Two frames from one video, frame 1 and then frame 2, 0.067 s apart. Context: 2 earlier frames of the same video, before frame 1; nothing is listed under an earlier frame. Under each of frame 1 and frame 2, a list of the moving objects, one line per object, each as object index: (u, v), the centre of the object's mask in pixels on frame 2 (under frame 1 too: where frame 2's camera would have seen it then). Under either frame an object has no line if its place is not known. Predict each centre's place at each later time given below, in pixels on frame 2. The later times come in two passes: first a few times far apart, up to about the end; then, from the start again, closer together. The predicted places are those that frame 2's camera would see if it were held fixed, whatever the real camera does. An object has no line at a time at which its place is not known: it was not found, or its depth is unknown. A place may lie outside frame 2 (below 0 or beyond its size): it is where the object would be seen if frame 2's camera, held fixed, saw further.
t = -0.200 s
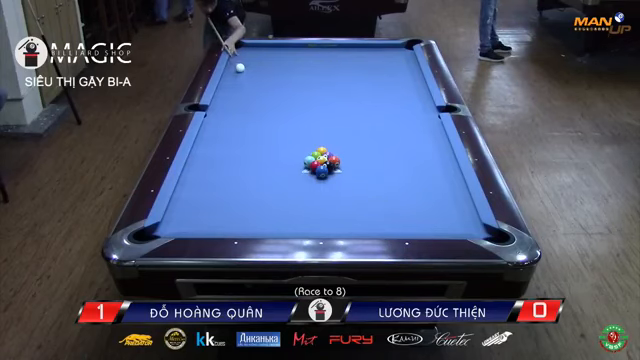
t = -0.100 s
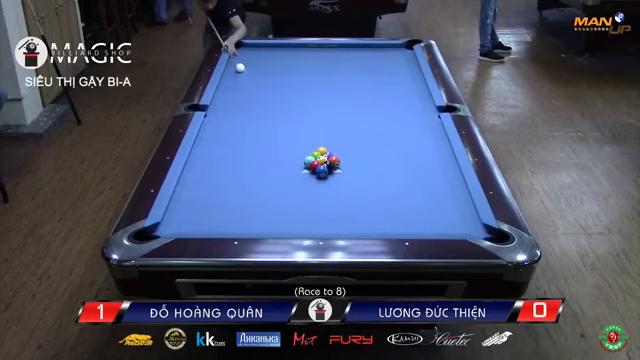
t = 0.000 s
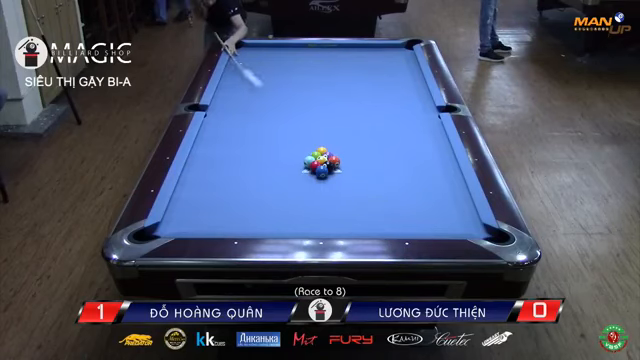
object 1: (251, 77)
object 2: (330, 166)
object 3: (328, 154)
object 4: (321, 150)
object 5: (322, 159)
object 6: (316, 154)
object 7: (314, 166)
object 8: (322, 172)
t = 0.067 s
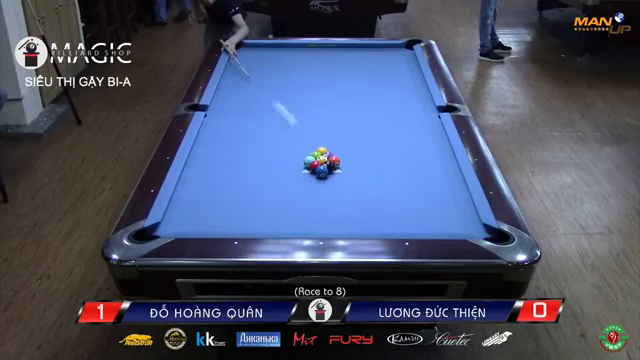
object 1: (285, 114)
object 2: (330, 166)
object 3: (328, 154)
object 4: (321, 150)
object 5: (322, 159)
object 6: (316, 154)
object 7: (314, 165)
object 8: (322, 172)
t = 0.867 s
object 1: (221, 179)
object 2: (347, 208)
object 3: (402, 128)
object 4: (416, 100)
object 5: (316, 163)
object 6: (300, 155)
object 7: (288, 187)
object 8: (204, 227)
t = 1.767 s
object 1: (307, 200)
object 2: (363, 216)
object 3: (308, 96)
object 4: (357, 64)
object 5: (345, 143)
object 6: (293, 154)
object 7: (313, 172)
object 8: (323, 213)
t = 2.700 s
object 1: (392, 220)
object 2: (407, 204)
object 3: (237, 72)
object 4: (311, 48)
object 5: (387, 114)
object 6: (292, 154)
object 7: (329, 162)
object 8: (375, 188)
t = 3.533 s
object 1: (455, 227)
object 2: (445, 198)
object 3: (252, 62)
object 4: (269, 61)
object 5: (413, 94)
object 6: (292, 154)
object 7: (336, 158)
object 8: (397, 170)
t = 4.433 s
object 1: (472, 227)
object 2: (459, 194)
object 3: (250, 56)
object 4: (255, 74)
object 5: (414, 81)
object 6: (292, 154)
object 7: (339, 156)
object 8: (412, 156)
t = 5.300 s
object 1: (467, 228)
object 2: (455, 193)
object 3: (248, 51)
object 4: (246, 85)
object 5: (402, 75)
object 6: (292, 154)
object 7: (342, 154)
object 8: (420, 149)
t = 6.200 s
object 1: (467, 228)
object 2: (455, 193)
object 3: (247, 51)
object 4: (239, 94)
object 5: (395, 71)
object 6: (292, 154)
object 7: (342, 154)
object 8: (423, 145)
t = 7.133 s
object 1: (467, 228)
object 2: (455, 193)
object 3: (247, 51)
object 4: (234, 100)
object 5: (395, 71)
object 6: (292, 154)
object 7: (342, 154)
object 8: (423, 145)
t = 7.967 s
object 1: (467, 228)
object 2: (455, 193)
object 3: (247, 51)
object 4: (233, 102)
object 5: (394, 71)
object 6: (292, 154)
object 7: (342, 154)
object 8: (423, 145)
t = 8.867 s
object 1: (467, 228)
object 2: (455, 193)
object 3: (247, 51)
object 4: (233, 102)
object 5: (394, 71)
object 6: (292, 154)
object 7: (342, 154)
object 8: (423, 145)
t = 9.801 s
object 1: (467, 228)
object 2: (455, 193)
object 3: (247, 51)
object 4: (234, 102)
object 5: (394, 71)
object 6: (292, 154)
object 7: (342, 154)
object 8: (423, 145)
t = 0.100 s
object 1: (306, 135)
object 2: (330, 167)
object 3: (328, 155)
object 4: (322, 149)
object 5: (322, 159)
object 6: (316, 154)
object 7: (314, 165)
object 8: (322, 172)
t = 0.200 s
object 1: (289, 140)
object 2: (330, 173)
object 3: (356, 156)
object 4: (343, 142)
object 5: (321, 163)
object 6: (312, 156)
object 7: (298, 177)
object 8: (295, 200)
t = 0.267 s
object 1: (269, 144)
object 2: (332, 176)
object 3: (376, 154)
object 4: (358, 138)
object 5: (320, 163)
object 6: (311, 156)
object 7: (286, 186)
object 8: (275, 221)
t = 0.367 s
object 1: (237, 158)
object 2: (334, 181)
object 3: (400, 150)
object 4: (377, 131)
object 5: (319, 162)
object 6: (309, 156)
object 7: (269, 198)
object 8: (256, 223)
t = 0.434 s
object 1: (218, 162)
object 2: (336, 185)
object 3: (416, 147)
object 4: (389, 126)
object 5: (319, 162)
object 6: (308, 156)
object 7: (262, 203)
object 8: (246, 213)
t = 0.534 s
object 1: (190, 170)
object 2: (339, 190)
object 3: (436, 142)
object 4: (405, 119)
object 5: (318, 162)
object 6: (306, 156)
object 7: (272, 196)
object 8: (207, 216)
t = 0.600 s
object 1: (194, 172)
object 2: (340, 194)
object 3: (438, 141)
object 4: (415, 114)
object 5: (318, 163)
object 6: (304, 156)
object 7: (277, 193)
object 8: (183, 222)
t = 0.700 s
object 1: (205, 175)
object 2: (343, 199)
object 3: (422, 136)
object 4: (430, 108)
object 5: (317, 163)
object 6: (302, 155)
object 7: (282, 190)
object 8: (176, 224)
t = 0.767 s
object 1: (212, 176)
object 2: (345, 203)
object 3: (414, 133)
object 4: (426, 105)
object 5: (317, 162)
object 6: (301, 155)
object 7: (284, 189)
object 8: (188, 223)
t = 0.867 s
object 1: (221, 179)
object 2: (347, 208)
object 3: (402, 128)
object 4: (416, 100)
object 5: (316, 163)
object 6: (300, 155)
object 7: (288, 187)
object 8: (204, 227)
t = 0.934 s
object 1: (228, 180)
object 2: (349, 212)
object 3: (394, 125)
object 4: (411, 97)
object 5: (316, 163)
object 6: (299, 155)
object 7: (290, 186)
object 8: (215, 228)
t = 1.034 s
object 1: (238, 183)
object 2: (352, 218)
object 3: (383, 121)
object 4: (404, 92)
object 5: (316, 163)
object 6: (297, 155)
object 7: (293, 183)
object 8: (230, 226)
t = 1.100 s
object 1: (243, 184)
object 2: (354, 223)
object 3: (375, 119)
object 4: (399, 89)
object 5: (316, 163)
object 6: (297, 155)
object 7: (296, 182)
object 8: (239, 225)
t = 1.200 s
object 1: (253, 187)
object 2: (357, 226)
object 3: (364, 115)
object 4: (392, 85)
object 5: (316, 163)
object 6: (296, 155)
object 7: (298, 181)
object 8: (252, 224)
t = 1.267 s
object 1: (260, 188)
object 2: (358, 228)
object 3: (357, 113)
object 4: (387, 83)
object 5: (316, 163)
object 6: (295, 155)
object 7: (300, 179)
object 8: (261, 223)
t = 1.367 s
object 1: (269, 191)
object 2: (360, 226)
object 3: (346, 109)
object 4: (381, 79)
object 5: (321, 159)
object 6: (294, 154)
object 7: (303, 178)
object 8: (274, 222)
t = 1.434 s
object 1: (276, 192)
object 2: (360, 225)
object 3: (340, 107)
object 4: (376, 76)
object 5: (326, 157)
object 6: (293, 154)
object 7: (305, 177)
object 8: (283, 220)
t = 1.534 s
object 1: (285, 195)
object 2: (361, 222)
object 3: (330, 103)
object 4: (371, 72)
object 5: (332, 153)
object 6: (293, 154)
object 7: (307, 175)
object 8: (295, 218)
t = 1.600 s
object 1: (292, 196)
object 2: (362, 221)
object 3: (324, 101)
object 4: (366, 70)
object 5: (335, 150)
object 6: (293, 154)
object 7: (309, 174)
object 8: (304, 217)
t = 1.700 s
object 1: (301, 198)
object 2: (363, 218)
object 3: (314, 98)
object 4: (361, 67)
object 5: (341, 146)
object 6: (293, 154)
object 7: (311, 173)
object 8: (315, 215)
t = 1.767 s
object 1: (307, 200)
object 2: (363, 216)
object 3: (308, 96)
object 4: (357, 64)
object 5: (345, 143)
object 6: (293, 154)
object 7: (313, 172)
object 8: (323, 213)
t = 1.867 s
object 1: (317, 202)
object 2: (364, 214)
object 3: (300, 93)
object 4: (352, 61)
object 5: (350, 140)
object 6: (292, 154)
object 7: (314, 170)
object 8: (335, 212)
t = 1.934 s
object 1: (323, 204)
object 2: (365, 212)
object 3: (294, 91)
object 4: (348, 59)
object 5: (354, 137)
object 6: (292, 154)
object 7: (316, 170)
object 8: (342, 210)
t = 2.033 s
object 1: (332, 206)
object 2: (366, 210)
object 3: (285, 89)
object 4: (343, 56)
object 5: (358, 134)
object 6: (292, 154)
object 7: (318, 169)
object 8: (352, 208)
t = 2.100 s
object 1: (338, 207)
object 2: (371, 209)
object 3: (280, 86)
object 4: (340, 54)
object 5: (361, 131)
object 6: (292, 154)
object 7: (320, 167)
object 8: (355, 206)
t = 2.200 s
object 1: (347, 210)
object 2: (378, 208)
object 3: (273, 84)
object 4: (335, 52)
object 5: (366, 128)
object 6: (292, 154)
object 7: (321, 167)
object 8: (359, 202)
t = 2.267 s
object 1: (353, 211)
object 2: (382, 208)
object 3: (268, 82)
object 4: (332, 50)
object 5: (370, 126)
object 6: (292, 154)
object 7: (322, 166)
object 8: (361, 199)
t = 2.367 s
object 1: (363, 213)
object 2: (388, 207)
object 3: (260, 80)
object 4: (327, 47)
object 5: (373, 123)
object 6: (292, 154)
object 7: (323, 165)
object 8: (365, 197)
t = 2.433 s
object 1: (368, 215)
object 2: (392, 207)
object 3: (255, 78)
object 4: (324, 45)
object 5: (376, 121)
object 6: (292, 154)
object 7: (324, 165)
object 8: (367, 195)
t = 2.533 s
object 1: (377, 216)
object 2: (398, 205)
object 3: (249, 75)
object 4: (319, 47)
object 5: (380, 118)
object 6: (292, 154)
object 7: (326, 164)
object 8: (370, 193)
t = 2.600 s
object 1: (383, 218)
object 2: (402, 205)
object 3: (244, 74)
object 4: (316, 47)
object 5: (383, 116)
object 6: (292, 154)
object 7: (327, 163)
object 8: (372, 191)
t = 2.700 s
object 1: (392, 220)
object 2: (407, 204)
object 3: (237, 72)
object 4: (311, 48)
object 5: (387, 114)
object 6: (292, 154)
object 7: (329, 162)
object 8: (375, 188)
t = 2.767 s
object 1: (397, 221)
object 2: (410, 203)
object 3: (233, 70)
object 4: (308, 50)
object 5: (389, 112)
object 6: (292, 154)
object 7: (329, 162)
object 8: (377, 186)
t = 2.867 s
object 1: (406, 223)
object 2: (416, 203)
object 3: (229, 69)
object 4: (303, 51)
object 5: (393, 109)
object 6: (292, 154)
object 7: (330, 161)
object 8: (380, 184)
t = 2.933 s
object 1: (412, 224)
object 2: (419, 203)
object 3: (231, 68)
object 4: (299, 52)
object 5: (395, 107)
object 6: (292, 154)
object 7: (331, 161)
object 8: (382, 182)
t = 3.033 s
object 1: (419, 225)
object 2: (424, 202)
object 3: (235, 66)
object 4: (293, 53)
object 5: (399, 105)
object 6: (292, 154)
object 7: (332, 160)
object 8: (385, 180)
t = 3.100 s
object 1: (425, 225)
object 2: (427, 201)
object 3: (237, 66)
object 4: (290, 54)
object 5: (400, 104)
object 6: (292, 154)
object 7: (332, 159)
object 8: (386, 179)
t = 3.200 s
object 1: (432, 226)
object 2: (431, 200)
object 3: (241, 65)
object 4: (285, 55)
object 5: (403, 101)
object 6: (292, 154)
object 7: (333, 159)
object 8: (389, 176)
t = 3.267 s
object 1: (438, 227)
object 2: (434, 200)
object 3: (243, 65)
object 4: (282, 57)
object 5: (406, 100)
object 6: (292, 154)
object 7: (333, 159)
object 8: (391, 175)
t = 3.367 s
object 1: (446, 228)
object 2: (438, 199)
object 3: (247, 63)
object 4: (277, 58)
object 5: (408, 98)
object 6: (292, 154)
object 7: (335, 159)
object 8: (393, 173)
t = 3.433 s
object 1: (450, 228)
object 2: (441, 199)
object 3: (249, 63)
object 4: (273, 59)
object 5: (410, 96)
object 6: (292, 154)
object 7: (335, 159)
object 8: (395, 172)
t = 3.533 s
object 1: (455, 227)
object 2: (445, 198)
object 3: (252, 62)
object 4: (269, 61)
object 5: (413, 94)
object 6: (292, 154)
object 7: (336, 158)
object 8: (397, 170)
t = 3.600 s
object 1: (458, 227)
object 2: (447, 198)
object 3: (253, 61)
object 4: (265, 62)
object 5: (415, 93)
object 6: (292, 154)
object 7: (336, 158)
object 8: (398, 169)
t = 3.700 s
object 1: (463, 226)
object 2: (451, 197)
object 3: (253, 60)
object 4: (263, 63)
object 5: (418, 91)
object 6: (292, 154)
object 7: (337, 158)
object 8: (400, 167)
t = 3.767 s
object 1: (466, 227)
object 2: (453, 197)
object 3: (253, 60)
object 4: (262, 64)
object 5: (419, 90)
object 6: (293, 154)
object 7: (337, 158)
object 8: (401, 166)
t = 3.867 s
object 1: (470, 227)
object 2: (456, 196)
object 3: (253, 60)
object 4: (261, 65)
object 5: (422, 88)
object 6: (292, 154)
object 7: (337, 158)
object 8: (403, 164)
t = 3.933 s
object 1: (473, 226)
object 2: (458, 196)
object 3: (253, 59)
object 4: (260, 66)
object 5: (423, 87)
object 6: (292, 154)
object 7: (337, 158)
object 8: (404, 163)
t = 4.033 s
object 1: (476, 226)
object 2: (461, 196)
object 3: (252, 58)
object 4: (259, 68)
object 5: (421, 85)
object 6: (292, 154)
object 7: (337, 158)
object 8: (406, 161)
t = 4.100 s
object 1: (475, 227)
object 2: (463, 195)
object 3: (252, 57)
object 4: (258, 69)
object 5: (420, 85)
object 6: (292, 154)
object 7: (337, 157)
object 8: (407, 161)
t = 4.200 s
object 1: (474, 227)
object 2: (462, 195)
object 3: (251, 56)
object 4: (257, 70)
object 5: (418, 84)
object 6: (292, 154)
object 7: (337, 157)
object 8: (409, 159)
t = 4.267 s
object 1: (473, 227)
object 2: (461, 195)
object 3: (251, 56)
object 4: (256, 71)
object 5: (417, 83)
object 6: (292, 154)
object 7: (338, 157)
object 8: (410, 159)
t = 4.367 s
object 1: (472, 227)
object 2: (460, 195)
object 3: (251, 56)
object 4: (255, 73)
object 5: (415, 82)
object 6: (292, 154)
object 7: (338, 157)
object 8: (411, 157)
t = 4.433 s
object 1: (472, 227)
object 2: (459, 194)
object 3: (250, 56)
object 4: (255, 74)
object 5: (414, 81)
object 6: (292, 154)
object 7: (339, 156)
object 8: (412, 156)
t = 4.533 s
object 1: (470, 227)
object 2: (458, 194)
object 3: (249, 54)
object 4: (253, 75)
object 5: (412, 81)
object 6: (292, 154)
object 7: (339, 155)
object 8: (413, 155)
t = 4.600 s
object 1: (470, 227)
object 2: (458, 194)
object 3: (250, 54)
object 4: (253, 76)
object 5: (411, 80)
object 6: (292, 154)
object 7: (339, 155)
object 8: (413, 154)
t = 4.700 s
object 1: (469, 227)
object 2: (457, 194)
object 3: (249, 53)
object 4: (251, 77)
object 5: (409, 79)
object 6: (292, 154)
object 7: (340, 155)
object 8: (415, 153)
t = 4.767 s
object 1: (469, 228)
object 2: (457, 194)
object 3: (249, 53)
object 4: (251, 78)
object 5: (408, 78)
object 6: (293, 154)
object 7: (340, 155)
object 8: (416, 153)
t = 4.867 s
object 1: (468, 228)
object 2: (456, 193)
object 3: (249, 53)
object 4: (250, 80)
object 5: (407, 78)
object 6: (292, 154)
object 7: (340, 154)
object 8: (417, 152)
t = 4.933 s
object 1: (467, 228)
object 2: (456, 193)
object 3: (249, 52)
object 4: (249, 80)
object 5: (406, 77)
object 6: (292, 154)
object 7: (340, 154)
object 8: (417, 152)
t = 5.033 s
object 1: (467, 228)
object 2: (455, 193)
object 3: (249, 52)
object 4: (248, 82)
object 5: (405, 76)
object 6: (293, 154)
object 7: (341, 154)
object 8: (418, 151)
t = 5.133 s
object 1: (467, 228)
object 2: (455, 193)
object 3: (248, 52)
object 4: (247, 83)
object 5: (404, 76)
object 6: (292, 154)
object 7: (341, 154)
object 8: (419, 150)
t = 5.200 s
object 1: (467, 228)
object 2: (455, 193)
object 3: (248, 52)
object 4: (247, 84)
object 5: (403, 75)
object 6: (292, 154)
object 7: (341, 154)
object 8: (419, 150)
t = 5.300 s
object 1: (467, 228)
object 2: (455, 193)
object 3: (248, 51)
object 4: (246, 85)
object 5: (402, 75)
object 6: (292, 154)
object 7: (342, 154)
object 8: (420, 149)
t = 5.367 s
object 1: (467, 228)
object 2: (455, 193)
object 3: (248, 51)
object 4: (245, 86)
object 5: (401, 74)
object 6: (292, 154)
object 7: (342, 154)
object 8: (420, 149)
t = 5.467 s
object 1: (467, 228)
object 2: (455, 193)
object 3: (248, 51)
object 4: (245, 87)
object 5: (400, 74)
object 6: (292, 154)
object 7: (342, 153)
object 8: (421, 148)
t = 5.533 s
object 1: (467, 228)
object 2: (455, 193)
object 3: (248, 51)
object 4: (244, 88)
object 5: (400, 73)
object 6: (292, 154)
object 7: (342, 153)
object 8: (421, 147)
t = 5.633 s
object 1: (467, 228)
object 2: (455, 193)
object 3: (247, 51)
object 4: (243, 89)
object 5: (399, 73)
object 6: (292, 154)
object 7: (342, 153)
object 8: (422, 146)
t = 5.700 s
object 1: (467, 228)
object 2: (455, 193)
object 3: (247, 51)
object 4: (243, 90)
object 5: (398, 73)
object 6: (292, 154)
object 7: (342, 154)
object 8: (422, 146)
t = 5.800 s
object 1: (467, 228)
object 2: (455, 193)
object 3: (247, 51)
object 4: (242, 90)
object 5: (397, 72)
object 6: (292, 154)
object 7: (342, 153)
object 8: (422, 146)
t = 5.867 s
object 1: (467, 228)
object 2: (455, 193)
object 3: (248, 51)
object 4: (242, 91)
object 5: (397, 72)
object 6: (292, 154)
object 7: (342, 153)
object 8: (423, 146)
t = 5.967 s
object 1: (467, 228)
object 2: (455, 193)
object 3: (247, 51)
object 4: (241, 92)
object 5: (396, 72)
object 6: (292, 154)
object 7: (342, 153)
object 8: (423, 146)
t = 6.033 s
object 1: (467, 228)
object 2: (455, 193)
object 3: (247, 51)
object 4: (240, 93)
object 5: (396, 72)
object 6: (292, 154)
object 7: (342, 154)
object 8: (423, 145)
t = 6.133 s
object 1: (467, 228)
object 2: (455, 193)
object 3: (247, 51)
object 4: (239, 94)
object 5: (395, 71)
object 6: (292, 154)
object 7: (342, 154)
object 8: (423, 145)
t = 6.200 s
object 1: (467, 228)
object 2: (455, 193)
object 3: (247, 51)
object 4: (239, 94)
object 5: (395, 71)
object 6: (292, 154)
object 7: (342, 154)
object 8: (423, 145)
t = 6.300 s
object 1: (467, 228)
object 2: (455, 193)
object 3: (247, 51)
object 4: (238, 95)
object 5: (395, 71)
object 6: (292, 154)
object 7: (342, 153)
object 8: (423, 145)
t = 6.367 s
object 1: (467, 228)
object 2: (455, 193)
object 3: (247, 51)
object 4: (238, 95)
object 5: (394, 71)
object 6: (292, 154)
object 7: (342, 154)
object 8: (423, 145)
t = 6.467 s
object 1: (467, 228)
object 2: (455, 193)
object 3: (247, 51)
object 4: (237, 96)
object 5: (394, 71)
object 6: (292, 154)
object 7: (342, 154)
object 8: (423, 145)
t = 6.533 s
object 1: (467, 228)
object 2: (455, 193)
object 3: (247, 51)
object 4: (237, 97)
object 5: (394, 71)
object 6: (292, 154)
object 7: (342, 154)
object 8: (423, 145)
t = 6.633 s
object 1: (467, 228)
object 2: (455, 193)
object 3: (247, 51)
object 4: (237, 97)
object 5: (394, 71)
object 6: (292, 154)
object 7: (342, 153)
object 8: (423, 145)
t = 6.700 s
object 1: (467, 228)
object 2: (455, 193)
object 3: (247, 51)
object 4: (236, 98)
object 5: (394, 71)
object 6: (292, 154)
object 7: (342, 153)
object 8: (423, 145)
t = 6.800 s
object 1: (467, 228)
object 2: (455, 193)
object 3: (248, 51)
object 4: (236, 98)
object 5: (394, 71)
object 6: (292, 154)
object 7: (342, 154)
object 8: (423, 145)
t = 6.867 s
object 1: (467, 228)
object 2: (455, 193)
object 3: (248, 51)
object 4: (236, 98)
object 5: (394, 71)
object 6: (292, 154)
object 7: (342, 154)
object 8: (423, 145)
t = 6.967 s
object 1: (467, 228)
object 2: (455, 193)
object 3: (248, 51)
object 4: (235, 99)
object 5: (394, 71)
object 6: (292, 154)
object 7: (342, 154)
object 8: (423, 145)
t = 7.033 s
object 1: (467, 228)
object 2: (455, 193)
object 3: (248, 51)
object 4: (235, 99)
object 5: (395, 71)
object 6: (293, 154)
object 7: (342, 154)
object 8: (423, 145)
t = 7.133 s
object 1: (467, 228)
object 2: (455, 193)
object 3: (247, 51)
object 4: (234, 100)
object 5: (395, 71)
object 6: (292, 154)
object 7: (342, 154)
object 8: (423, 145)
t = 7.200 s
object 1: (467, 228)
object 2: (455, 193)
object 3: (248, 51)
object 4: (234, 100)
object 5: (394, 71)
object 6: (292, 154)
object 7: (342, 154)
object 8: (423, 145)
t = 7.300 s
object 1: (467, 228)
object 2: (455, 193)
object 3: (248, 51)
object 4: (234, 101)
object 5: (394, 71)
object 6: (293, 154)
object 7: (342, 154)
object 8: (423, 145)
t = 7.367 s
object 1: (467, 228)
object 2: (455, 193)
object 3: (247, 51)
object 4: (233, 101)
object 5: (394, 71)
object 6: (292, 154)
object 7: (342, 154)
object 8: (423, 145)
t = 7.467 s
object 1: (467, 228)
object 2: (455, 193)
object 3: (248, 51)
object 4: (233, 101)
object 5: (394, 71)
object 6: (292, 154)
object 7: (342, 154)
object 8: (423, 145)
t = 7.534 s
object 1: (467, 228)
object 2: (455, 193)
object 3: (248, 51)
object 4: (233, 101)
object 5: (394, 71)
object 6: (292, 154)
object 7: (342, 154)
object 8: (423, 145)
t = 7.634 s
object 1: (467, 228)
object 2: (455, 194)
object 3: (247, 51)
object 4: (233, 102)
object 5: (394, 71)
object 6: (292, 154)
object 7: (342, 154)
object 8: (423, 145)
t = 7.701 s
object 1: (467, 228)
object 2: (455, 193)
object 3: (248, 51)
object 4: (233, 102)
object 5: (394, 71)
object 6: (292, 154)
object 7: (342, 154)
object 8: (423, 145)
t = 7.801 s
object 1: (467, 228)
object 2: (455, 194)
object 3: (247, 51)
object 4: (233, 102)
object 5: (394, 71)
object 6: (292, 154)
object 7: (342, 154)
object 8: (423, 145)
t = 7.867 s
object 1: (467, 228)
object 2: (455, 193)
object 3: (248, 51)
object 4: (233, 102)
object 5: (394, 71)
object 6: (292, 154)
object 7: (341, 154)
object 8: (423, 145)
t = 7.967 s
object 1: (467, 228)
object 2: (455, 193)
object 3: (247, 51)
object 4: (233, 102)
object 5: (394, 71)
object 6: (292, 154)
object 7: (342, 154)
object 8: (423, 145)
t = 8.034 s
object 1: (467, 228)
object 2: (455, 193)
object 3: (247, 51)
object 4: (233, 102)
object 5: (394, 71)
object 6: (292, 154)
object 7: (342, 154)
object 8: (423, 145)
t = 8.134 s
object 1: (467, 228)
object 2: (455, 193)
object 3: (247, 51)
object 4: (233, 102)
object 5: (394, 71)
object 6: (292, 154)
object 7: (342, 154)
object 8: (423, 145)
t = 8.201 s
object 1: (467, 228)
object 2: (455, 193)
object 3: (247, 51)
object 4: (233, 102)
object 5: (394, 71)
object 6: (292, 154)
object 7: (342, 154)
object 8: (423, 145)
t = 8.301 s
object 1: (467, 228)
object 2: (455, 193)
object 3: (247, 51)
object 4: (233, 102)
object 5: (394, 71)
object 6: (292, 154)
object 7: (342, 154)
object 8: (423, 145)
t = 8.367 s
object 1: (467, 228)
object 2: (455, 193)
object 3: (248, 51)
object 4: (233, 102)
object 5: (394, 71)
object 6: (292, 154)
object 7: (342, 154)
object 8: (423, 145)
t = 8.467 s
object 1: (467, 228)
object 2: (455, 193)
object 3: (248, 51)
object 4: (234, 102)
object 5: (394, 71)
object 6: (292, 154)
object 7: (342, 154)
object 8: (423, 145)
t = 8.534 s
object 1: (467, 228)
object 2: (455, 193)
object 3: (247, 51)
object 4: (233, 102)
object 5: (394, 71)
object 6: (292, 154)
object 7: (342, 154)
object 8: (423, 145)
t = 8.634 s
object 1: (467, 228)
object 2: (455, 193)
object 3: (248, 51)
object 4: (233, 102)
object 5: (394, 71)
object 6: (292, 154)
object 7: (342, 154)
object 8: (423, 145)
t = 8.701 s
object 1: (467, 228)
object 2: (455, 193)
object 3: (247, 51)
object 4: (233, 102)
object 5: (394, 71)
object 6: (292, 154)
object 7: (342, 154)
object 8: (423, 145)
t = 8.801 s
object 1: (467, 228)
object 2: (455, 193)
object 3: (247, 51)
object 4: (233, 102)
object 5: (394, 71)
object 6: (292, 154)
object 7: (342, 154)
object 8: (423, 145)
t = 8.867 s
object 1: (467, 228)
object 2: (455, 193)
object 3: (247, 51)
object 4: (233, 102)
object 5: (394, 71)
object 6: (292, 154)
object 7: (342, 154)
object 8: (423, 145)
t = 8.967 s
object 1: (467, 228)
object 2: (455, 193)
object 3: (247, 51)
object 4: (234, 102)
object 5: (394, 71)
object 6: (292, 154)
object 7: (342, 154)
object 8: (423, 145)
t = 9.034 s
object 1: (467, 228)
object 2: (455, 193)
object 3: (247, 51)
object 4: (234, 102)
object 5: (394, 71)
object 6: (292, 154)
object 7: (342, 154)
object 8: (423, 145)
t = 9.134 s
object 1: (467, 228)
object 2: (455, 193)
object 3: (247, 51)
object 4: (234, 102)
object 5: (394, 71)
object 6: (292, 154)
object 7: (342, 154)
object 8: (423, 145)
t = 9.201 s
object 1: (467, 228)
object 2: (455, 193)
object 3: (247, 51)
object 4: (234, 102)
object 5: (394, 71)
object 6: (292, 154)
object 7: (342, 154)
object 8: (423, 145)
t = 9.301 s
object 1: (467, 228)
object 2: (455, 193)
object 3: (247, 51)
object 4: (234, 102)
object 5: (394, 71)
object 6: (292, 154)
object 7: (342, 154)
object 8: (423, 145)
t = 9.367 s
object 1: (467, 228)
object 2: (455, 193)
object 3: (248, 51)
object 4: (234, 102)
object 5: (394, 71)
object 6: (292, 154)
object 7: (342, 154)
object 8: (423, 145)
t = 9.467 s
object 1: (467, 228)
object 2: (455, 193)
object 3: (247, 51)
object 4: (234, 102)
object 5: (394, 71)
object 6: (292, 154)
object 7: (342, 154)
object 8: (423, 145)
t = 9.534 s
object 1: (467, 228)
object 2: (455, 193)
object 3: (247, 51)
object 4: (234, 102)
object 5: (394, 71)
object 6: (292, 154)
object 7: (342, 154)
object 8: (423, 145)
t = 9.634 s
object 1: (467, 228)
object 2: (455, 193)
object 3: (248, 51)
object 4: (234, 102)
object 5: (394, 71)
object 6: (292, 154)
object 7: (342, 154)
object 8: (423, 145)
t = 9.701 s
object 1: (467, 228)
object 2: (455, 193)
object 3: (247, 51)
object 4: (234, 102)
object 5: (394, 71)
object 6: (292, 154)
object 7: (342, 154)
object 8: (423, 145)
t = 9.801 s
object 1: (467, 228)
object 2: (455, 193)
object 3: (247, 51)
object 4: (234, 102)
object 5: (394, 71)
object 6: (292, 154)
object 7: (342, 154)
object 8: (423, 145)
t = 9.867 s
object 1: (467, 228)
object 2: (455, 193)
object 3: (247, 51)
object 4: (234, 102)
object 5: (394, 71)
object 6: (292, 154)
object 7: (342, 154)
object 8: (423, 145)
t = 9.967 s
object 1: (467, 228)
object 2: (455, 193)
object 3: (248, 51)
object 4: (234, 102)
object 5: (394, 71)
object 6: (292, 154)
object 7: (342, 154)
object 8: (423, 145)
